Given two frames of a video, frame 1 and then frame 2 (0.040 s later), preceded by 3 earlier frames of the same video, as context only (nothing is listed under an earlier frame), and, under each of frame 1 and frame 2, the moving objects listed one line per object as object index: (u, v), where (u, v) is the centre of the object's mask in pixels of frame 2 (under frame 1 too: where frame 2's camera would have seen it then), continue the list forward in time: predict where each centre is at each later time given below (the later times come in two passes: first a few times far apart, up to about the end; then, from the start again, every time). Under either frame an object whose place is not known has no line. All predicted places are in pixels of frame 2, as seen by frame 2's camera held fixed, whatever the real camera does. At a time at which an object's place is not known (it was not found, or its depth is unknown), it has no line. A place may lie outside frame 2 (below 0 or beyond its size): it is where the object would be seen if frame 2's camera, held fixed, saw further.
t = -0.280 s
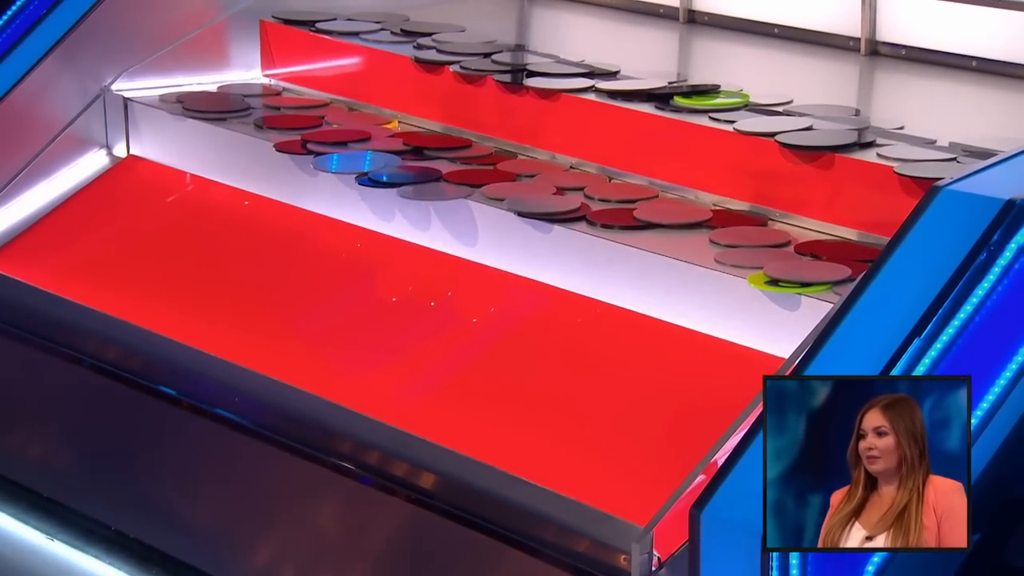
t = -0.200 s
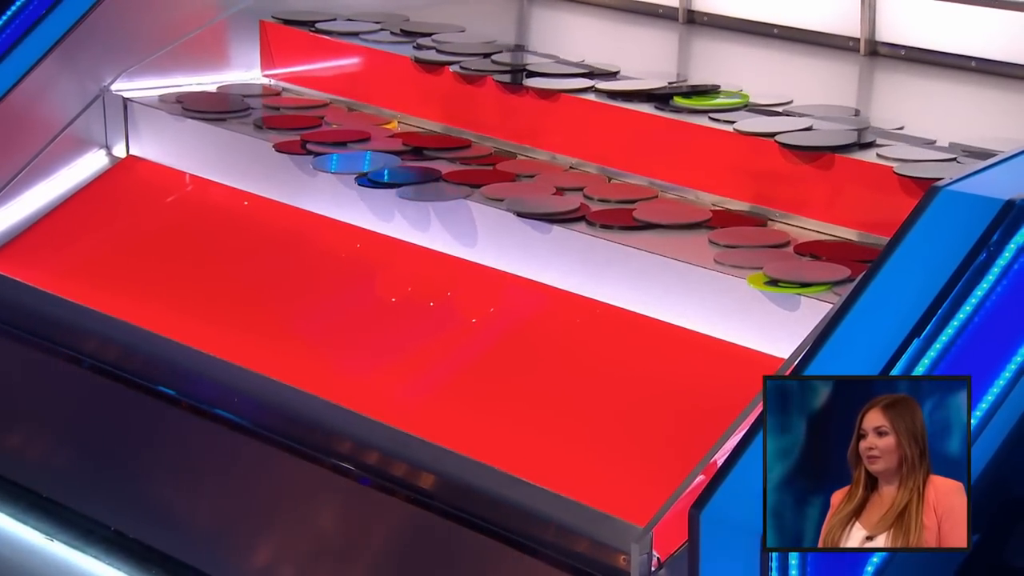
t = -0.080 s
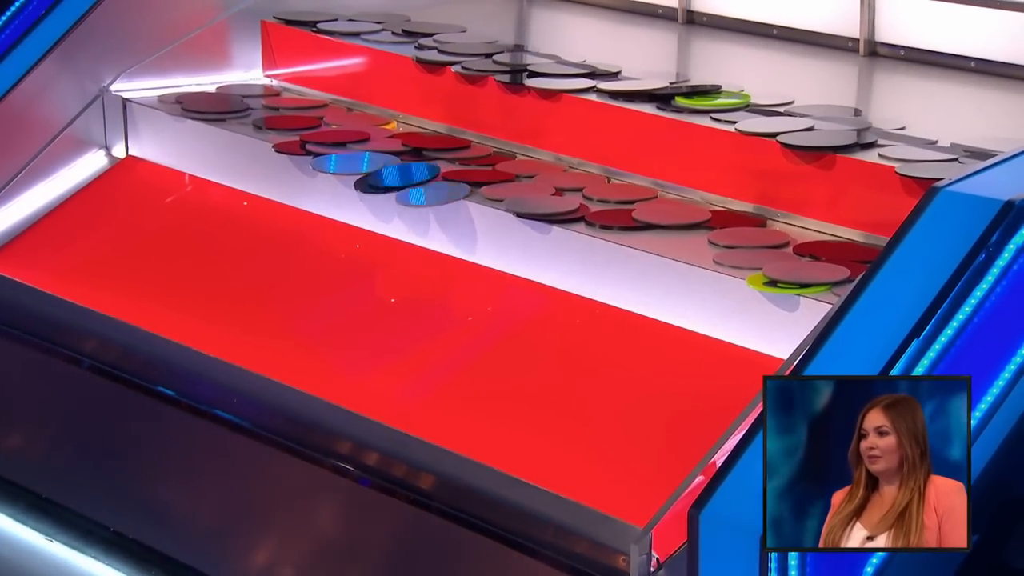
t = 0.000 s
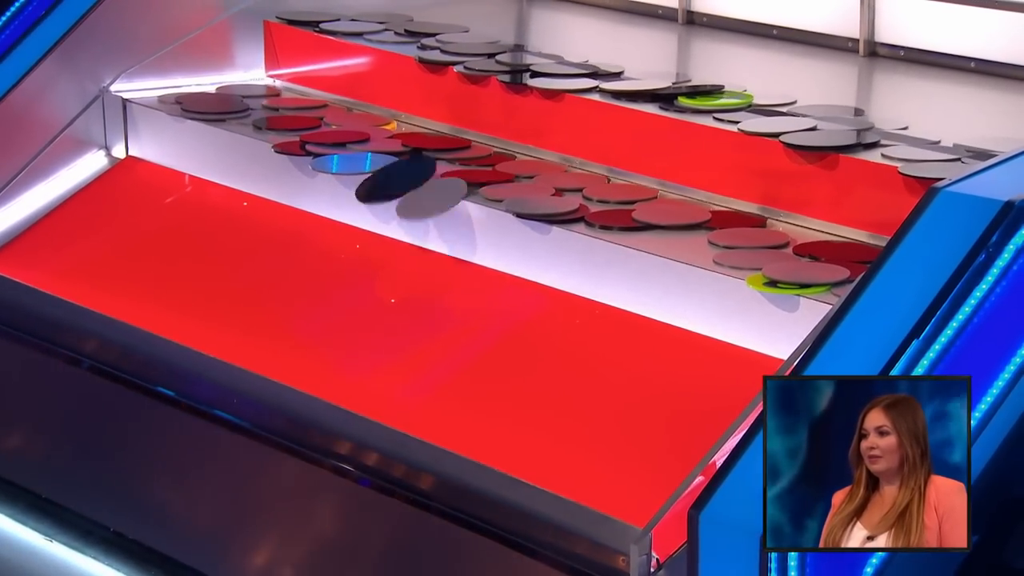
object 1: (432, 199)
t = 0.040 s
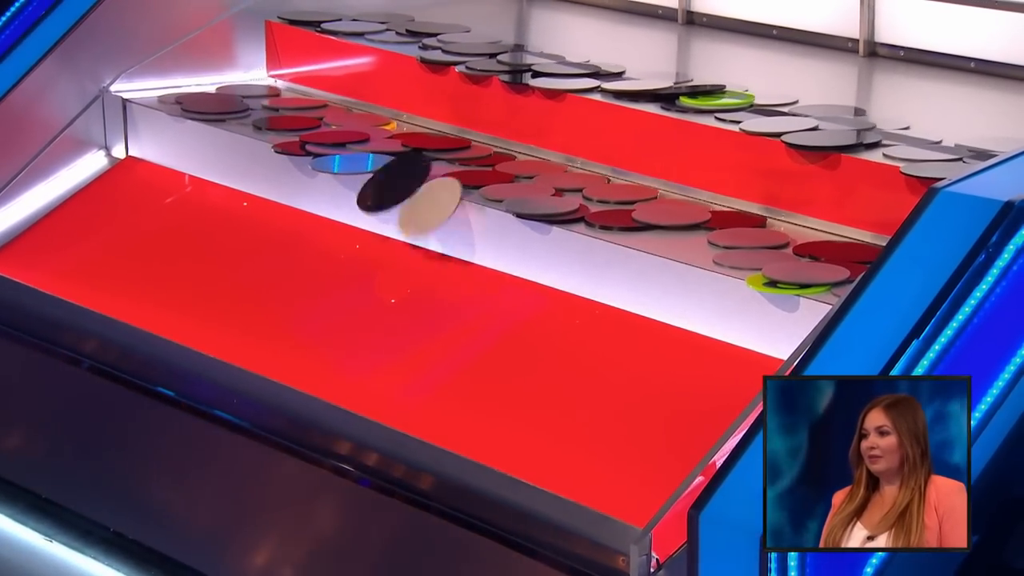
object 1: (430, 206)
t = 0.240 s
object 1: (394, 294)
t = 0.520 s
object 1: (310, 372)
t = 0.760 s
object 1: (308, 378)
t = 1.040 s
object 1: (308, 378)
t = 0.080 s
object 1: (428, 221)
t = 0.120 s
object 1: (424, 239)
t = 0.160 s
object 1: (416, 252)
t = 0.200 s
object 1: (407, 275)
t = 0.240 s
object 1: (394, 294)
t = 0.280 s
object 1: (377, 309)
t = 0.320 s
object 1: (357, 326)
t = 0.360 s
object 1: (335, 346)
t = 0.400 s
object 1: (313, 365)
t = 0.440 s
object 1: (302, 374)
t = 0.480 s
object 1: (306, 374)
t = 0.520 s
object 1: (310, 372)
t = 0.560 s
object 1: (311, 372)
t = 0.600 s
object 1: (311, 373)
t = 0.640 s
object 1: (310, 375)
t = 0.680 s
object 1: (308, 377)
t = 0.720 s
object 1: (308, 378)
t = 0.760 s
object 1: (308, 378)
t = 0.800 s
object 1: (308, 378)
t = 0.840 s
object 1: (308, 378)
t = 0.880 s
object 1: (308, 378)
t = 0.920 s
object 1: (308, 378)
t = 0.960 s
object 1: (308, 378)
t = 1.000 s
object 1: (308, 378)
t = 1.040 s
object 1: (308, 378)
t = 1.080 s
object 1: (308, 378)
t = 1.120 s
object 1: (308, 378)
